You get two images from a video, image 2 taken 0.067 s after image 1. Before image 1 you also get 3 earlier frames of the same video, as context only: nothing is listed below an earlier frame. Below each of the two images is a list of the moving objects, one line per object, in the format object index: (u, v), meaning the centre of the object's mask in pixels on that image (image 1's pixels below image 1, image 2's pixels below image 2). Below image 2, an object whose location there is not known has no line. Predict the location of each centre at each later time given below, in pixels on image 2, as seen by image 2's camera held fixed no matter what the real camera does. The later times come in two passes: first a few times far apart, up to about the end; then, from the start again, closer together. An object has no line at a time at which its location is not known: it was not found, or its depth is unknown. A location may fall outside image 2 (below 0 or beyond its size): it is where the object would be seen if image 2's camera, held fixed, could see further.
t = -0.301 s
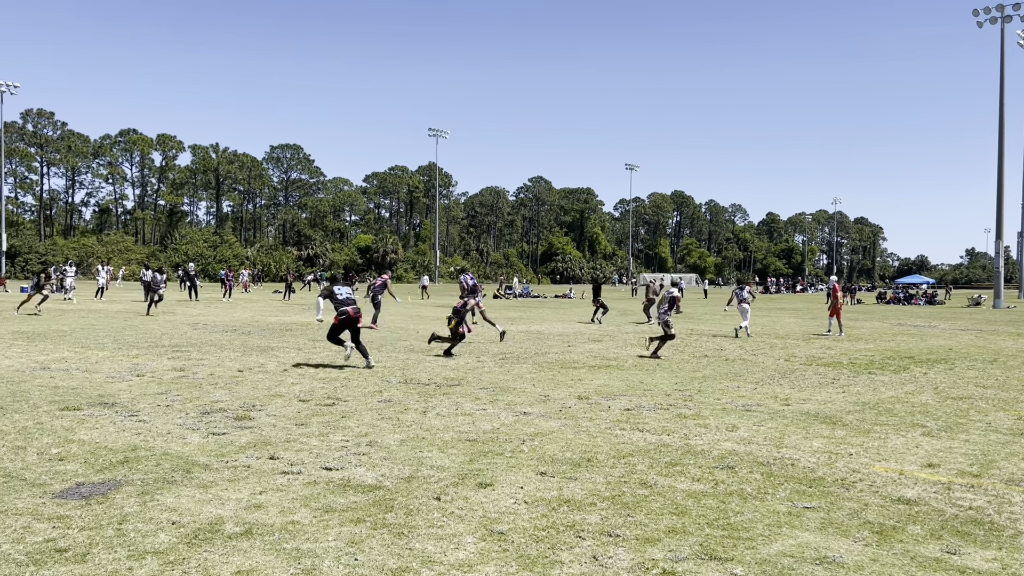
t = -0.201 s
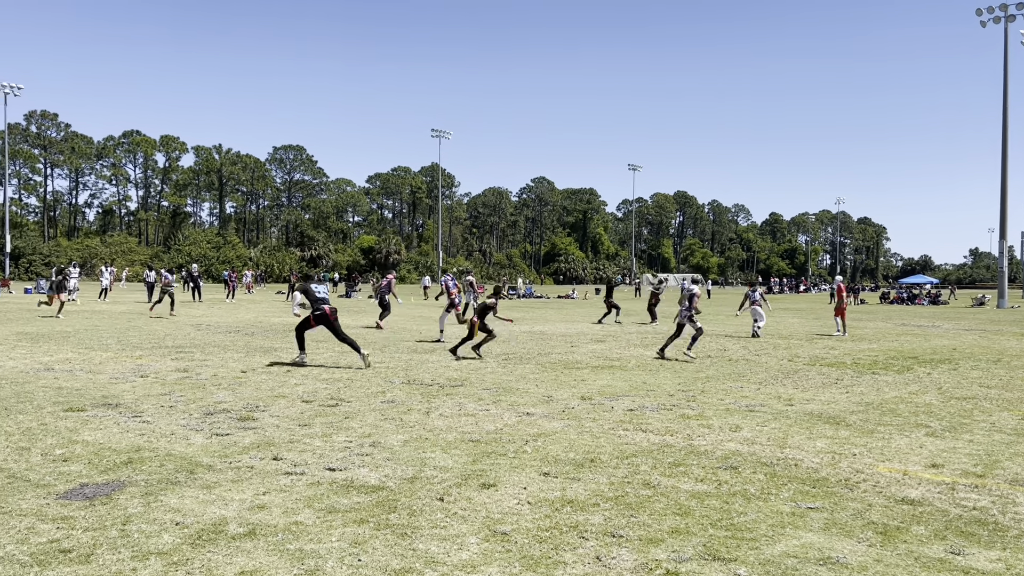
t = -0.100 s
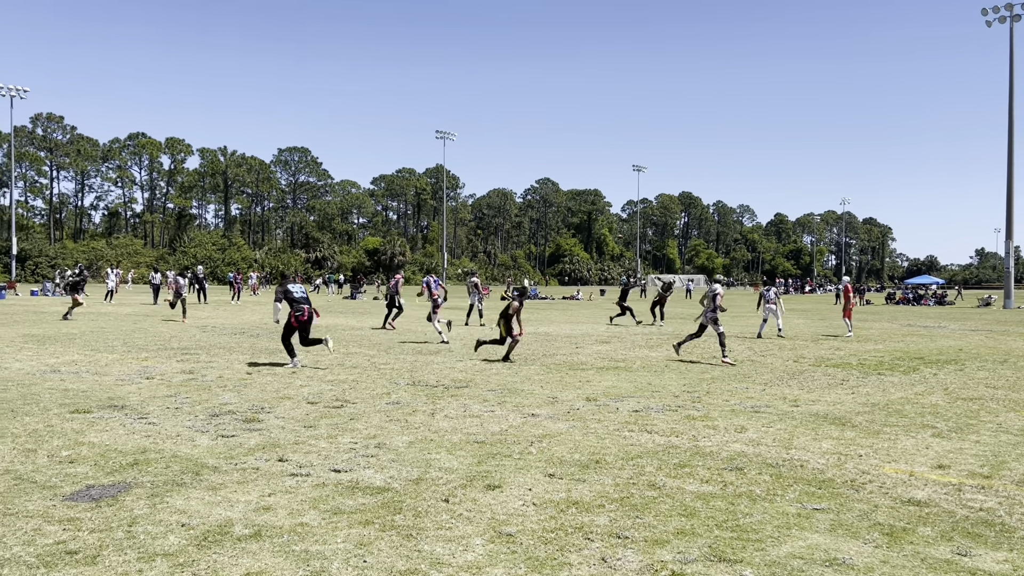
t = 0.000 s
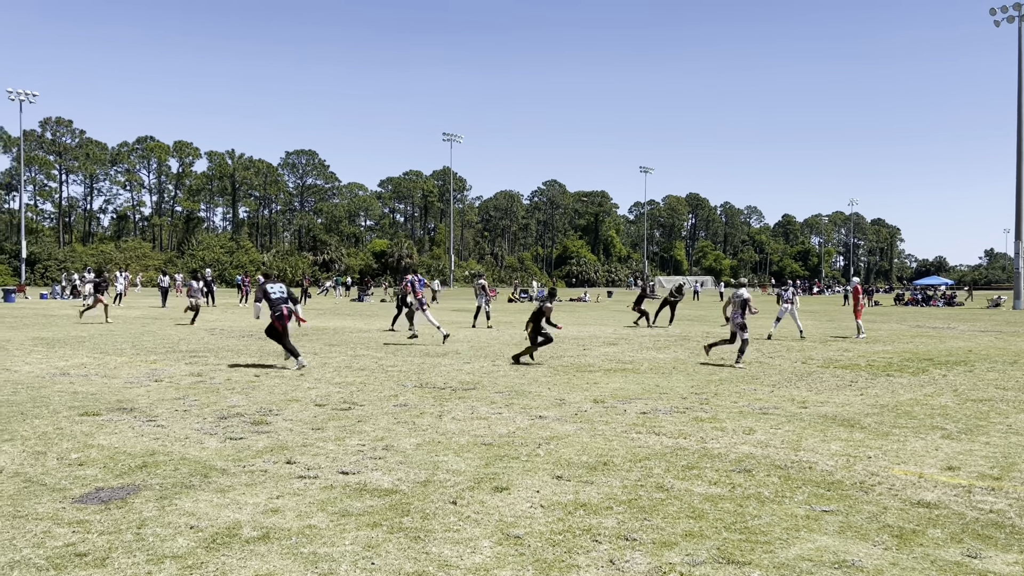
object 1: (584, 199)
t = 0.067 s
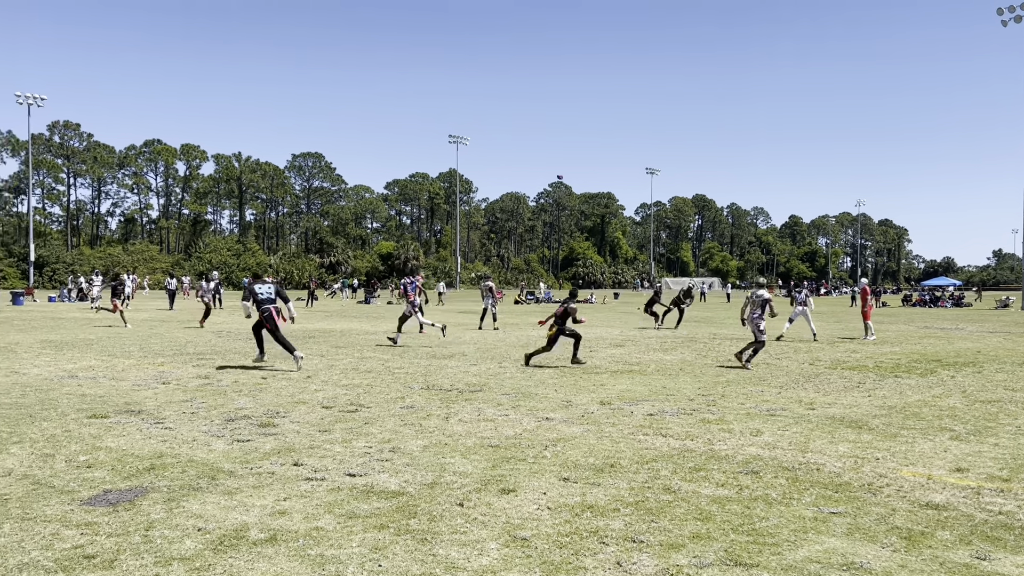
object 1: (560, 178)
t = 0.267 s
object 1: (459, 105)
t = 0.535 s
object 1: (301, 6)
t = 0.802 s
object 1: (93, -109)
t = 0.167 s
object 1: (511, 141)
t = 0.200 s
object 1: (494, 129)
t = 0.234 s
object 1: (477, 117)
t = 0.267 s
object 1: (459, 105)
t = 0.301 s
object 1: (441, 93)
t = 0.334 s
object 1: (423, 81)
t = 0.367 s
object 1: (404, 68)
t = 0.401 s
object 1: (384, 56)
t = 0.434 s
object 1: (365, 43)
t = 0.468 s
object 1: (344, 31)
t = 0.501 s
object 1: (323, 18)
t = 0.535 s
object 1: (301, 6)
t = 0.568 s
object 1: (279, -7)
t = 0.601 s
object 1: (256, -21)
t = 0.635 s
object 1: (231, -35)
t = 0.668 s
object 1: (206, -49)
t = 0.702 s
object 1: (179, -64)
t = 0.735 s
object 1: (152, -78)
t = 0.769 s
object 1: (123, -93)
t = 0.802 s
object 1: (93, -109)
